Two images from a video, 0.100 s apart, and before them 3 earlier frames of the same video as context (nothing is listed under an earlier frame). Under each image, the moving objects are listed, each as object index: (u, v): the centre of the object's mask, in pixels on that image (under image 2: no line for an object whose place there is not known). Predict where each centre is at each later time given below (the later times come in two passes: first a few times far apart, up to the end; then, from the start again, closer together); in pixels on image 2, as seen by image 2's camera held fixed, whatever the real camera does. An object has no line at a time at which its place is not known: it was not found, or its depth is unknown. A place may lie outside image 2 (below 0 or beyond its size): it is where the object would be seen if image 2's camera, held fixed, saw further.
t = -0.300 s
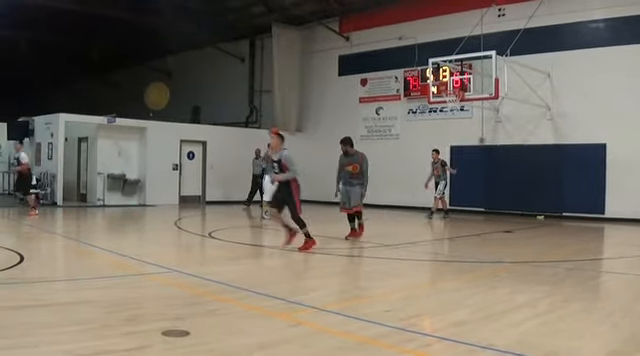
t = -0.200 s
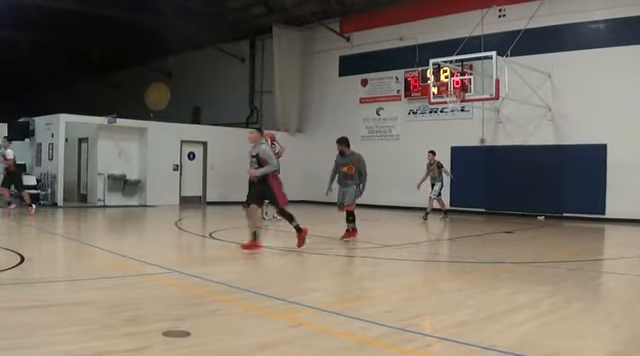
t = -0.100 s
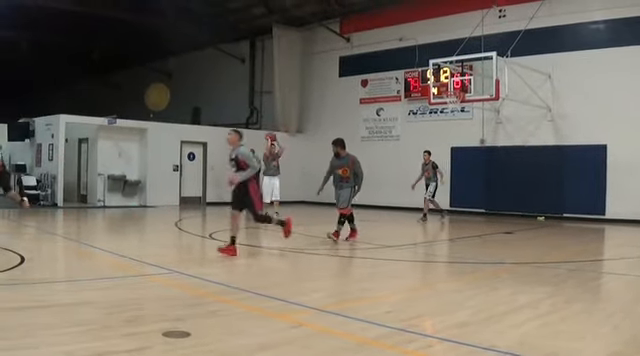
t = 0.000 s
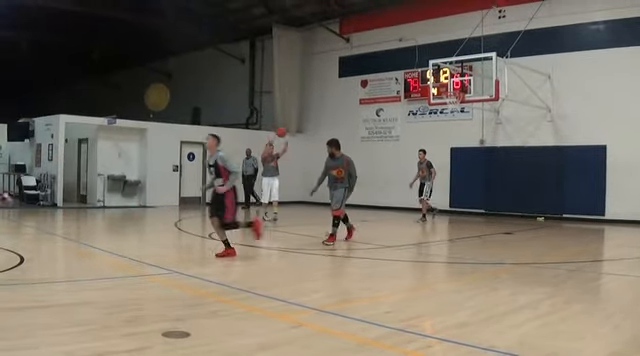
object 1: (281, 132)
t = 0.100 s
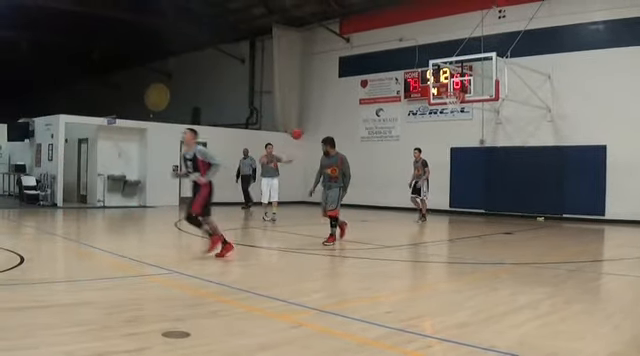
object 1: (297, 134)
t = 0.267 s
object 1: (330, 147)
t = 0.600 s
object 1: (413, 249)
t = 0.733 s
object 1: (440, 215)
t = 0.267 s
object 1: (330, 147)
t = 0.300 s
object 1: (336, 153)
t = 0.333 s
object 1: (343, 160)
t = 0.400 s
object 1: (358, 175)
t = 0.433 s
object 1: (366, 184)
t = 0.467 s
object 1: (375, 195)
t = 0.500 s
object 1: (383, 206)
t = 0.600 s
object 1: (413, 249)
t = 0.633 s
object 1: (420, 240)
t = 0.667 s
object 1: (426, 231)
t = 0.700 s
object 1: (433, 222)
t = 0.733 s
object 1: (440, 215)
